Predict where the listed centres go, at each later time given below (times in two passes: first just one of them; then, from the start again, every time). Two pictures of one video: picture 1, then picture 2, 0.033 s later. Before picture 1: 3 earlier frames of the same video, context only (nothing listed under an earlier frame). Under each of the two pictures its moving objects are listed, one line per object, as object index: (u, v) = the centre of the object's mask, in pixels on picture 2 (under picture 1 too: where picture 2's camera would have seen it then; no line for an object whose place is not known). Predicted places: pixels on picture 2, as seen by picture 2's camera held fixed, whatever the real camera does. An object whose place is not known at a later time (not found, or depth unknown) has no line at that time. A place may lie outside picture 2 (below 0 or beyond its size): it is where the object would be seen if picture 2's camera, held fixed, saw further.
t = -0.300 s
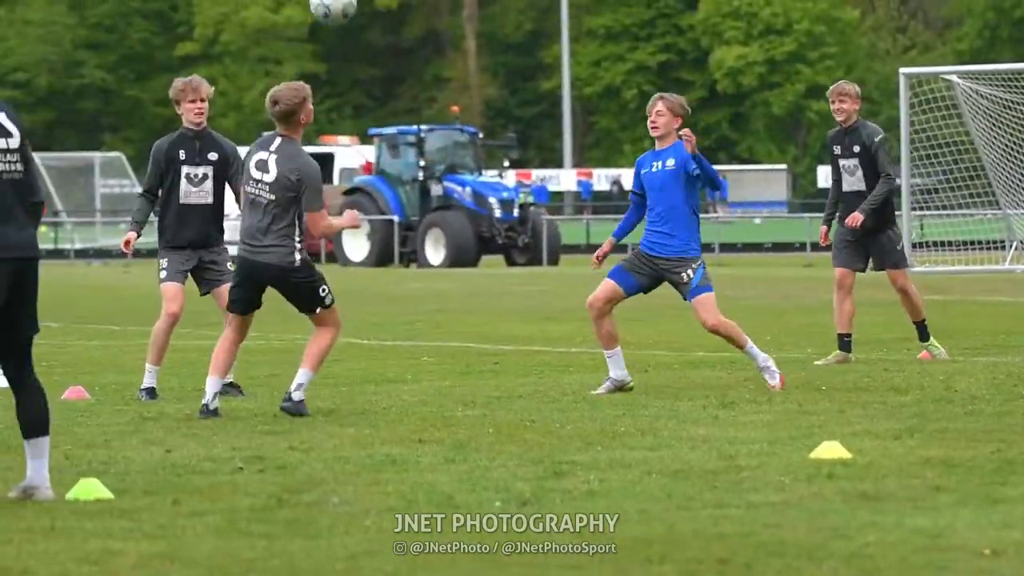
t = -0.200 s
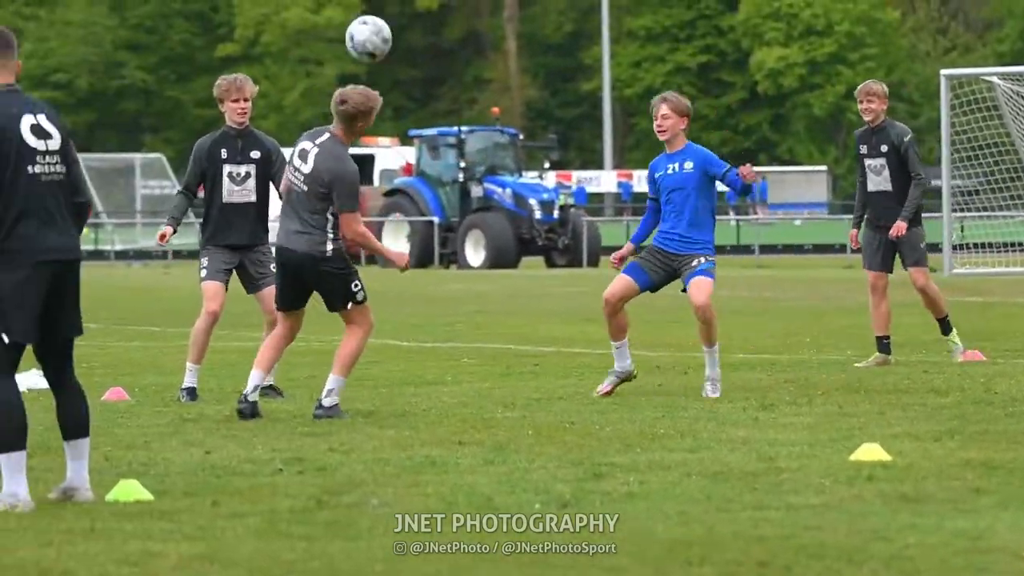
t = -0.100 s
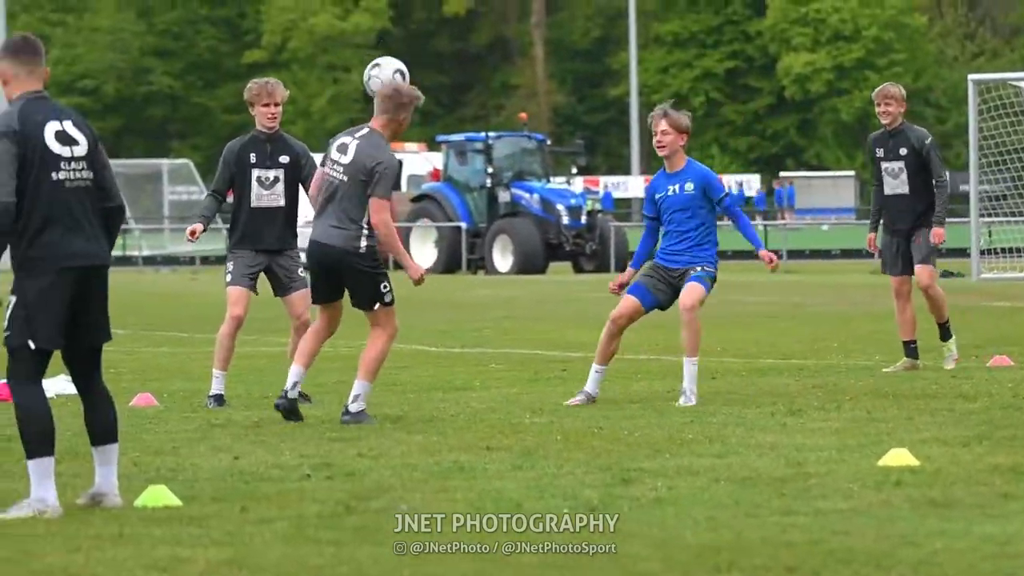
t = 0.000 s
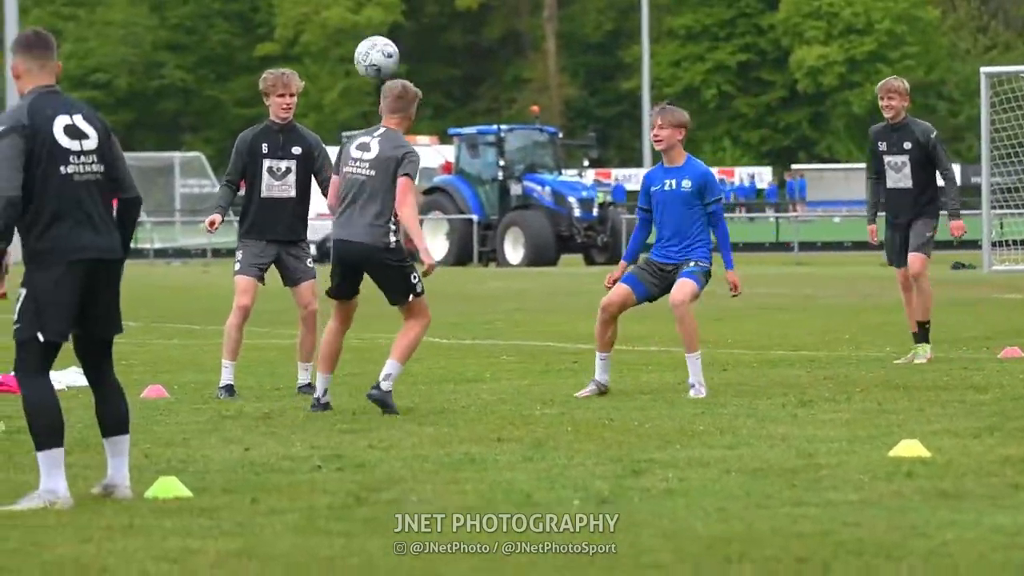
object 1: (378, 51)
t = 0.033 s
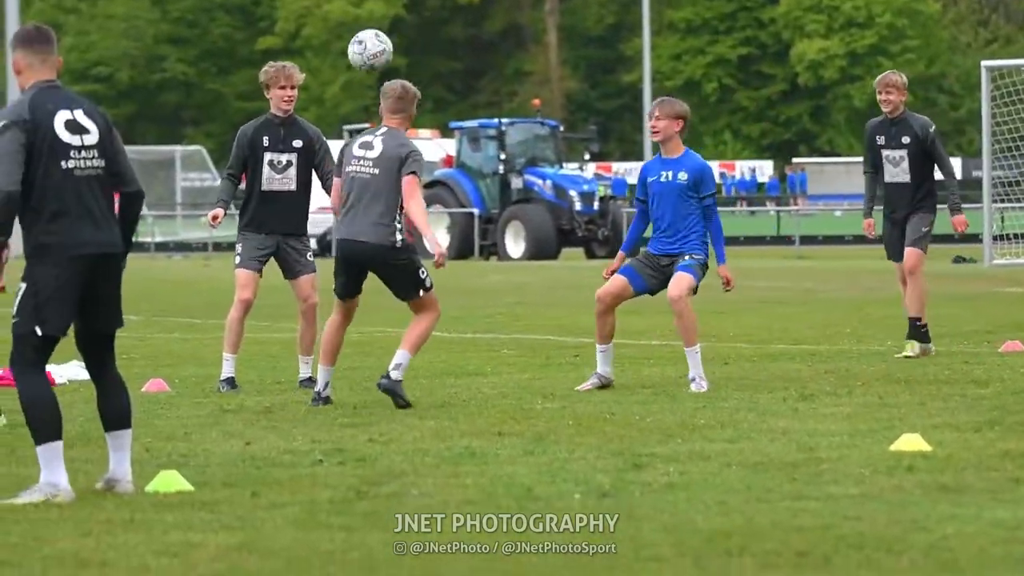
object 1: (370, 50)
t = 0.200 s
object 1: (336, 79)
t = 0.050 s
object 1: (367, 50)
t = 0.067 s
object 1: (364, 51)
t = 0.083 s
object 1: (360, 52)
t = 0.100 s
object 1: (357, 54)
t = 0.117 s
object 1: (353, 56)
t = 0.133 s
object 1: (349, 60)
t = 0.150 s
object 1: (346, 64)
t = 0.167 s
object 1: (343, 69)
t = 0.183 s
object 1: (339, 73)
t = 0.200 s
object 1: (336, 79)
